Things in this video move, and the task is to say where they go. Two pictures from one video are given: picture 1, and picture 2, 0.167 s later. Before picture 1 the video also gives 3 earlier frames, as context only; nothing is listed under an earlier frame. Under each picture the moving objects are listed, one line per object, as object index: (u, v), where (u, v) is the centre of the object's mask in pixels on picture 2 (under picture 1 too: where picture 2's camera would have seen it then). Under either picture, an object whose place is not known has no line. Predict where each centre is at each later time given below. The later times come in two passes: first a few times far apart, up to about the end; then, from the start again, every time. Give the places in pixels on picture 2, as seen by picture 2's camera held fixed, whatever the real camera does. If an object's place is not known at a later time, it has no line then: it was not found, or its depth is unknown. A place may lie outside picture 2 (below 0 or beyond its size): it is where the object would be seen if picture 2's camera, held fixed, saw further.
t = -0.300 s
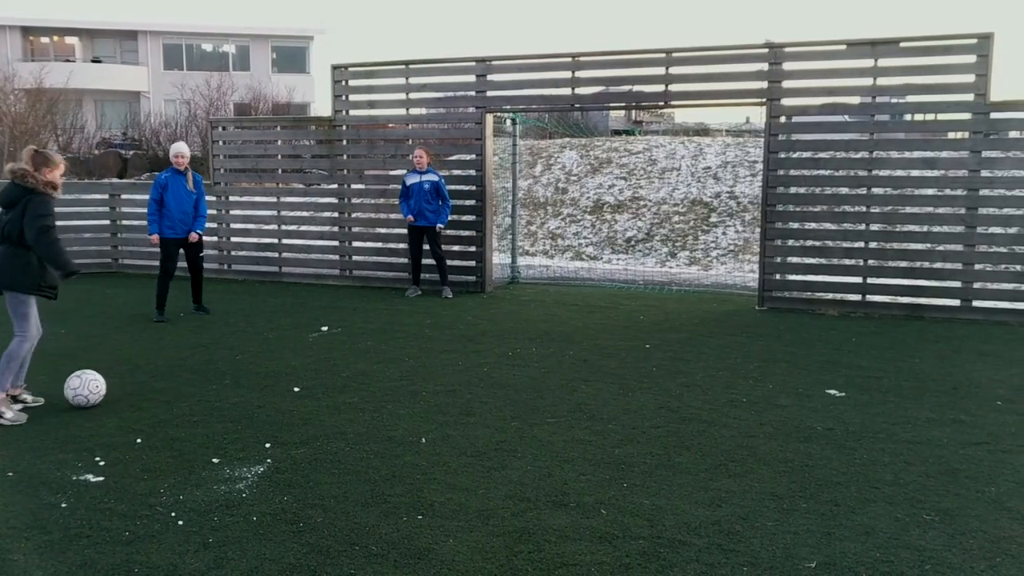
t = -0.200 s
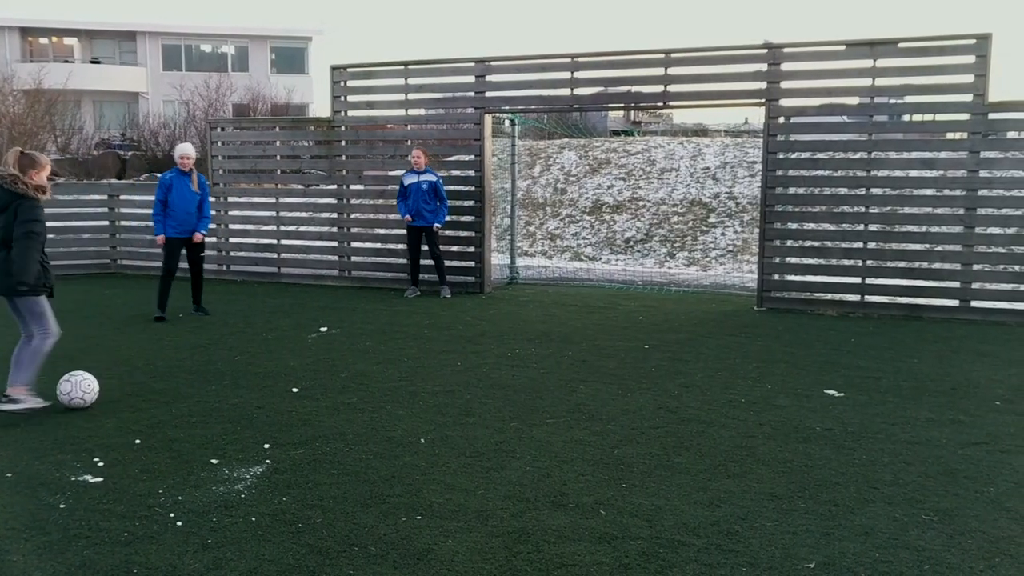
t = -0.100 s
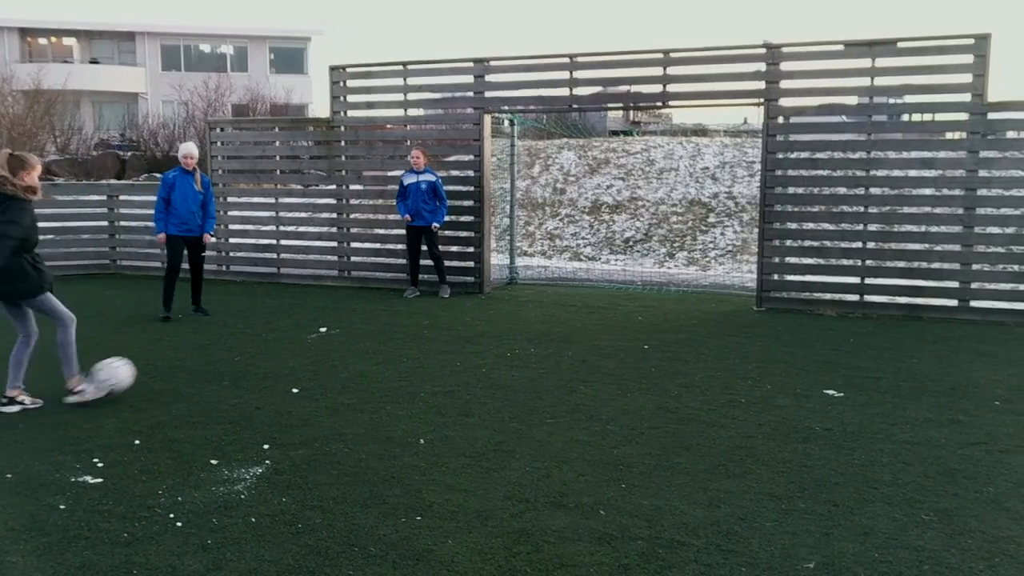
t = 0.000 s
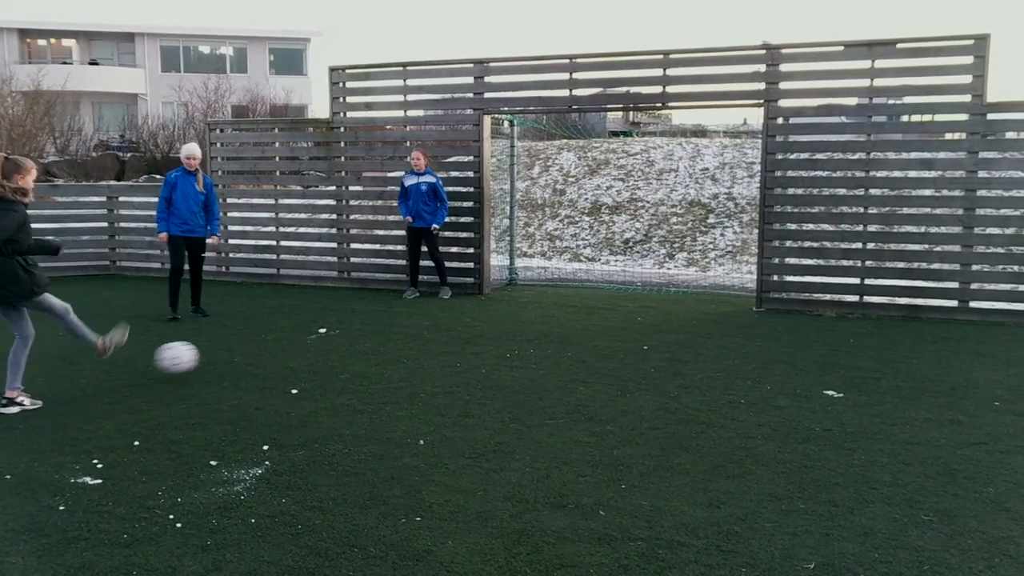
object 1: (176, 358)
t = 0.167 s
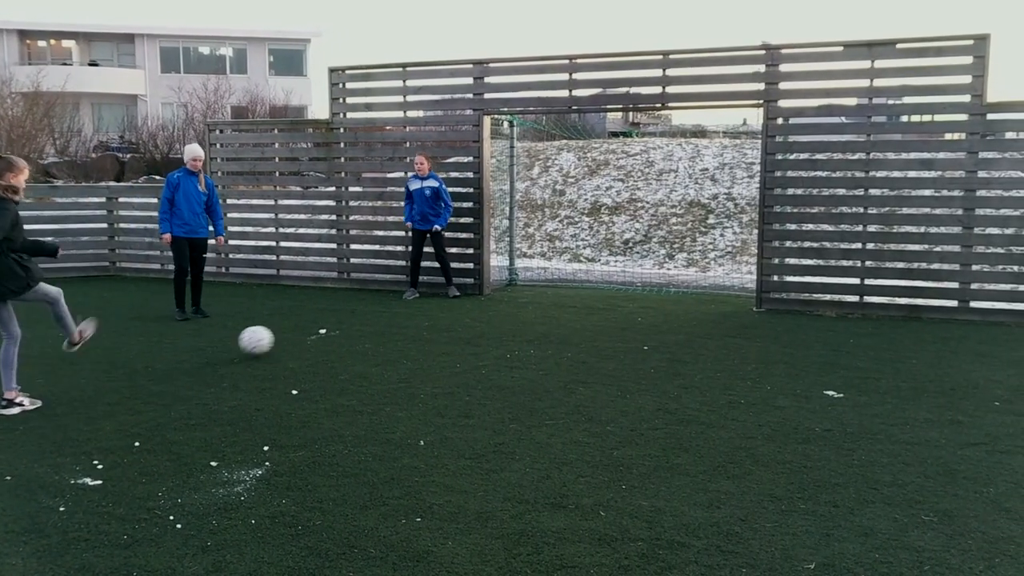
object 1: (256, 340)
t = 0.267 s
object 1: (291, 333)
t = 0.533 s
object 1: (356, 315)
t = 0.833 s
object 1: (404, 300)
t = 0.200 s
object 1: (268, 338)
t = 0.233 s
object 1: (281, 337)
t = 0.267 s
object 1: (291, 333)
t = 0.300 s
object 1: (301, 330)
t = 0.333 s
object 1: (311, 328)
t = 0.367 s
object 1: (320, 325)
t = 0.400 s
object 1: (328, 323)
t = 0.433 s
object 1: (336, 320)
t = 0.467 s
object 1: (343, 318)
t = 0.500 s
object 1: (349, 317)
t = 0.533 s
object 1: (356, 315)
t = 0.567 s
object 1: (362, 313)
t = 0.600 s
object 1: (368, 311)
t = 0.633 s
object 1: (374, 309)
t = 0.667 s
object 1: (379, 308)
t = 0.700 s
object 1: (385, 306)
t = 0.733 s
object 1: (390, 305)
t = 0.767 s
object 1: (395, 303)
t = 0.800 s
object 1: (400, 302)
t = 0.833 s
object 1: (404, 300)
